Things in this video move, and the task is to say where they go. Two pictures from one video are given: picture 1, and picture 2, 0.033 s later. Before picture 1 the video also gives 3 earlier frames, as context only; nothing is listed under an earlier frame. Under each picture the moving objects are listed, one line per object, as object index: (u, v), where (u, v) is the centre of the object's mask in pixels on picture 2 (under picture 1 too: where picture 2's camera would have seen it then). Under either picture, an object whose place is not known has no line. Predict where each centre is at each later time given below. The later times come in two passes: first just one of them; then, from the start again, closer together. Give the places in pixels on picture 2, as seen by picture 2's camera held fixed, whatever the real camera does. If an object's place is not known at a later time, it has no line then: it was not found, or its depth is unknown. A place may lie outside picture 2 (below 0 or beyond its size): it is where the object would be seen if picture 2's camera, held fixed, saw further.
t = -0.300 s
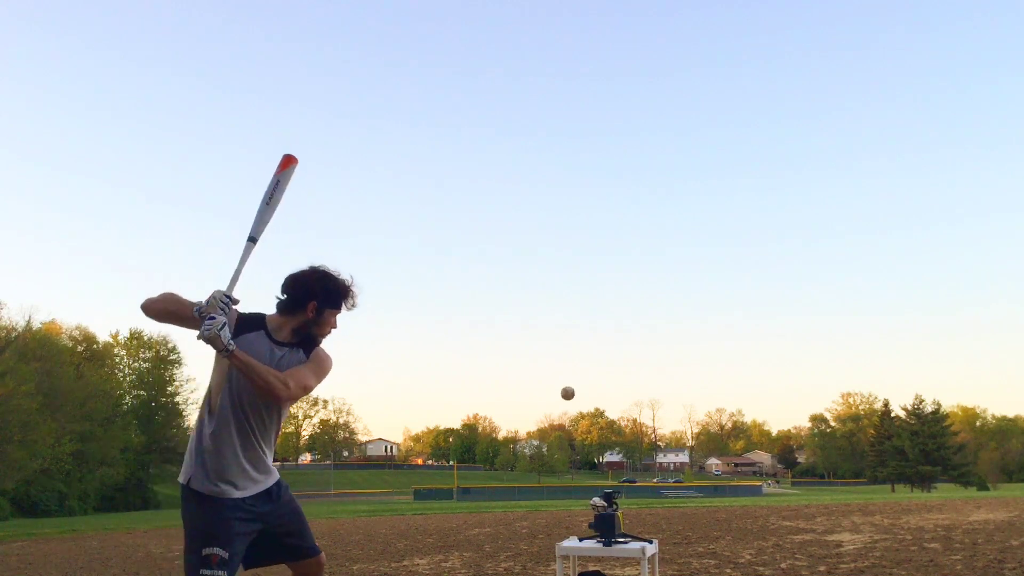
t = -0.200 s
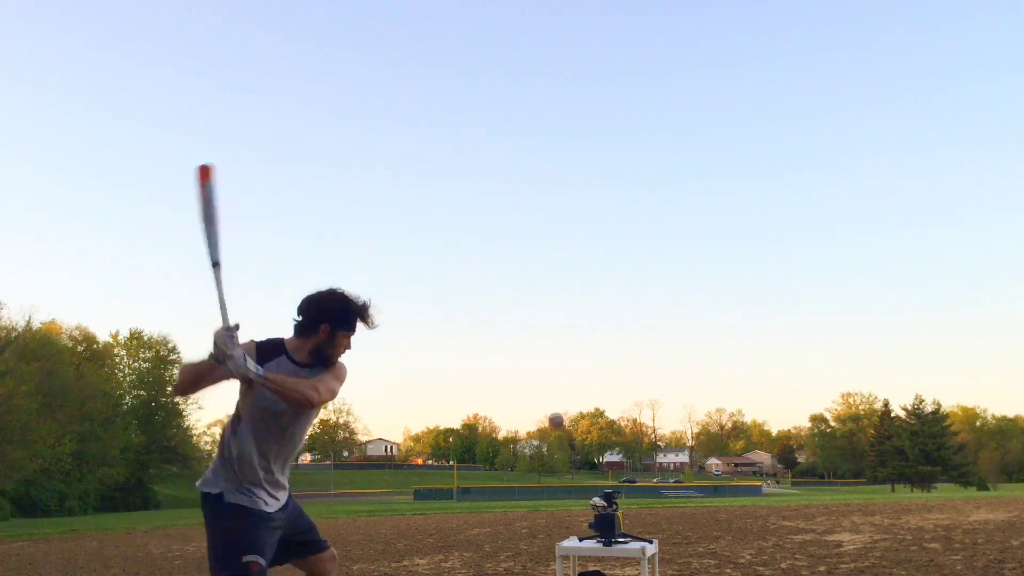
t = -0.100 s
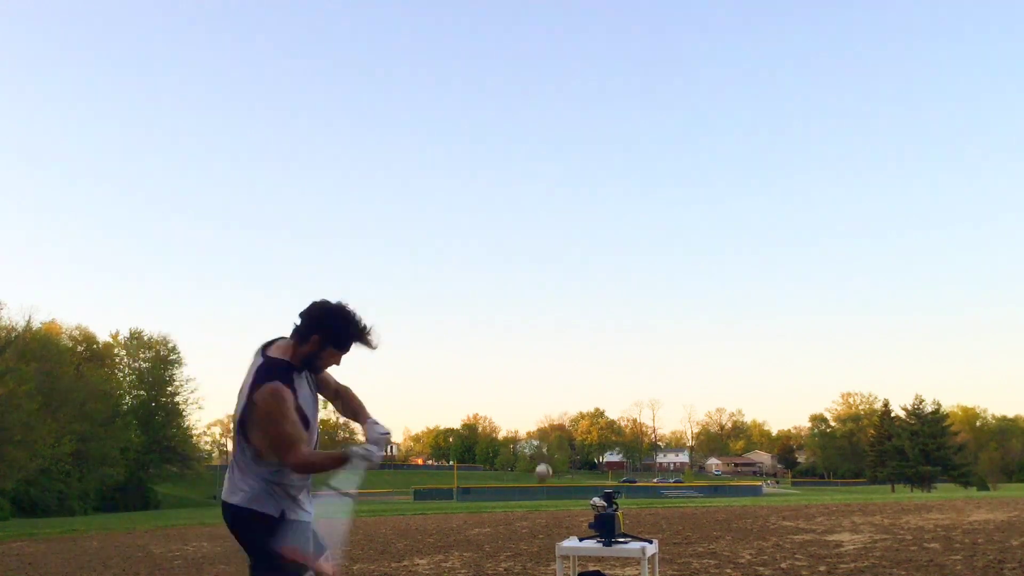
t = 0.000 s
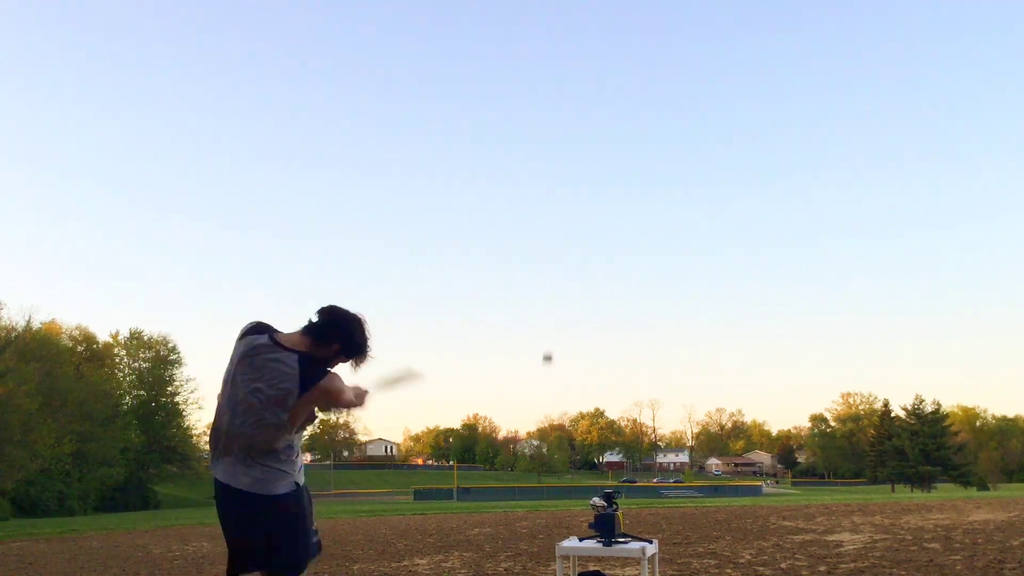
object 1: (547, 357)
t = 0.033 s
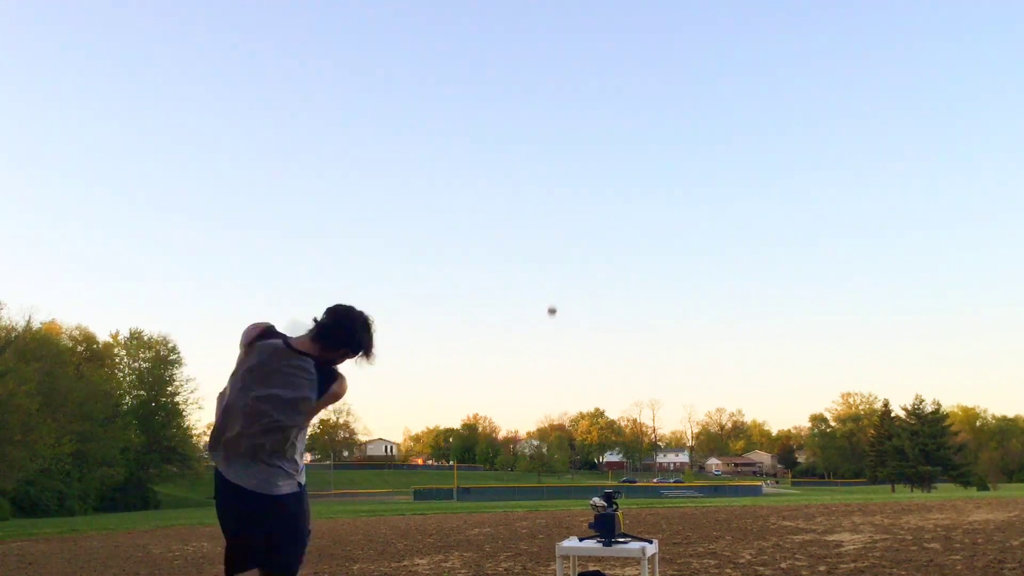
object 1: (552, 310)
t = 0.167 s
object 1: (565, 221)
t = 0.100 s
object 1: (559, 253)
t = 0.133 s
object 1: (562, 235)
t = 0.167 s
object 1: (565, 221)
